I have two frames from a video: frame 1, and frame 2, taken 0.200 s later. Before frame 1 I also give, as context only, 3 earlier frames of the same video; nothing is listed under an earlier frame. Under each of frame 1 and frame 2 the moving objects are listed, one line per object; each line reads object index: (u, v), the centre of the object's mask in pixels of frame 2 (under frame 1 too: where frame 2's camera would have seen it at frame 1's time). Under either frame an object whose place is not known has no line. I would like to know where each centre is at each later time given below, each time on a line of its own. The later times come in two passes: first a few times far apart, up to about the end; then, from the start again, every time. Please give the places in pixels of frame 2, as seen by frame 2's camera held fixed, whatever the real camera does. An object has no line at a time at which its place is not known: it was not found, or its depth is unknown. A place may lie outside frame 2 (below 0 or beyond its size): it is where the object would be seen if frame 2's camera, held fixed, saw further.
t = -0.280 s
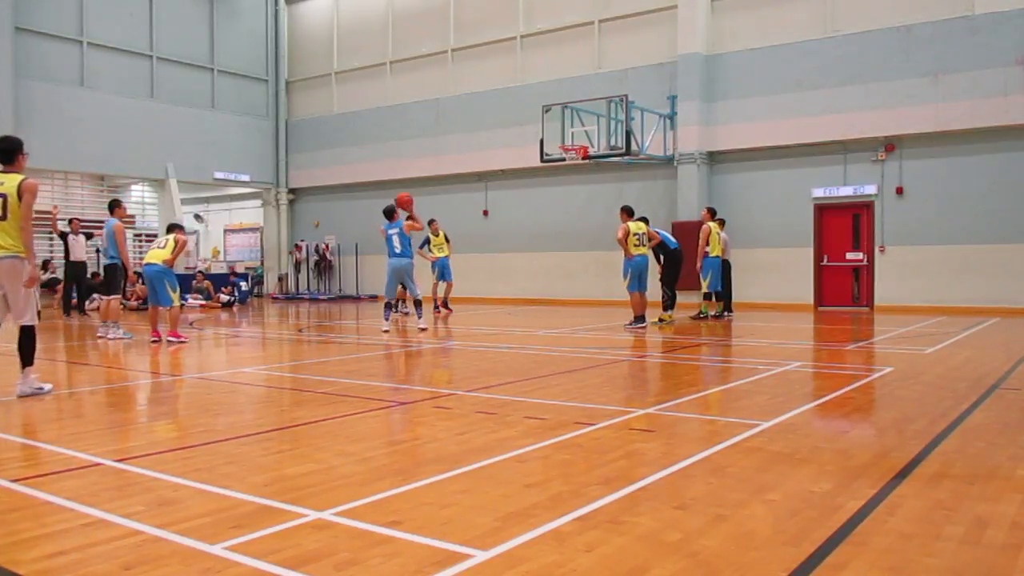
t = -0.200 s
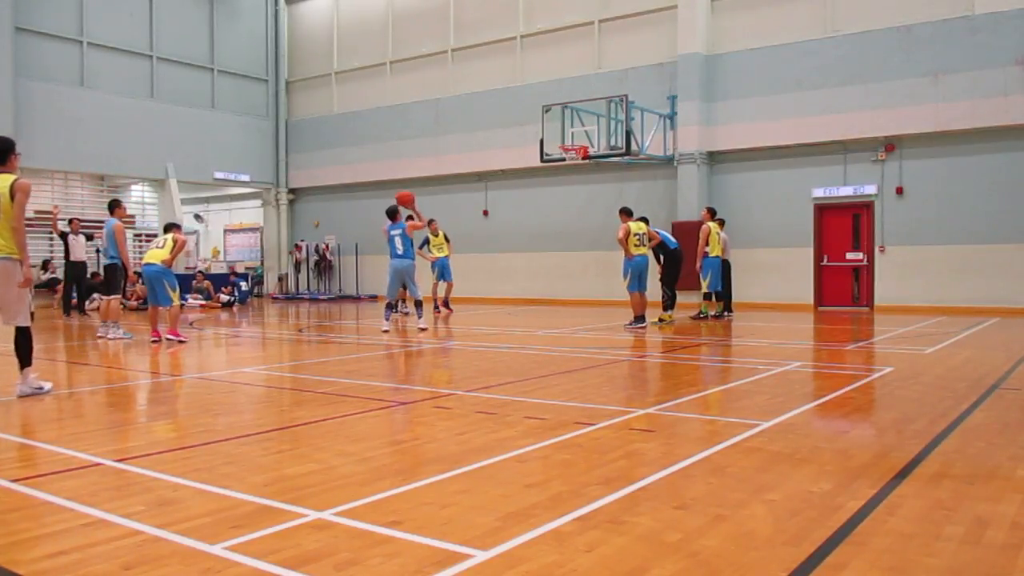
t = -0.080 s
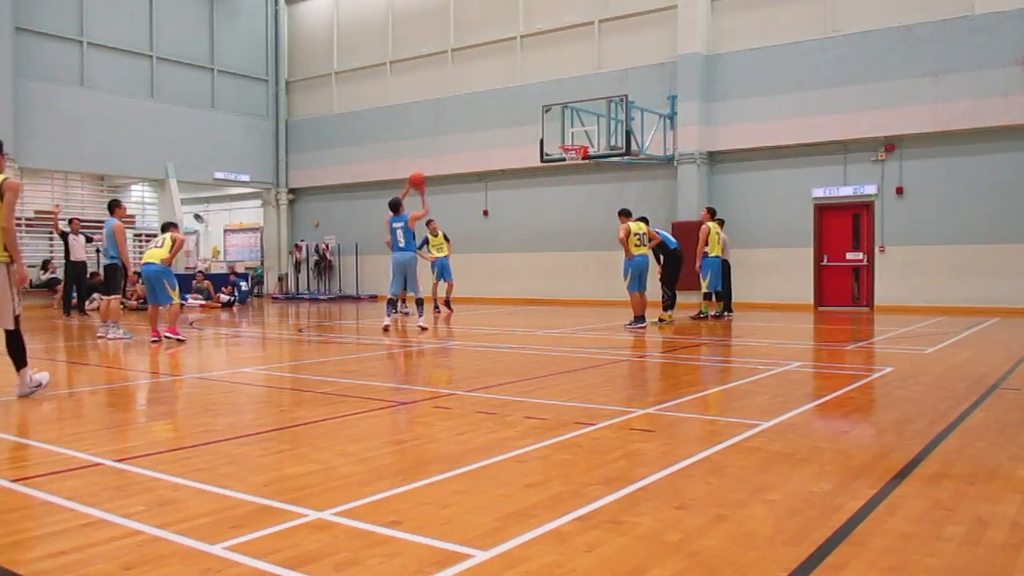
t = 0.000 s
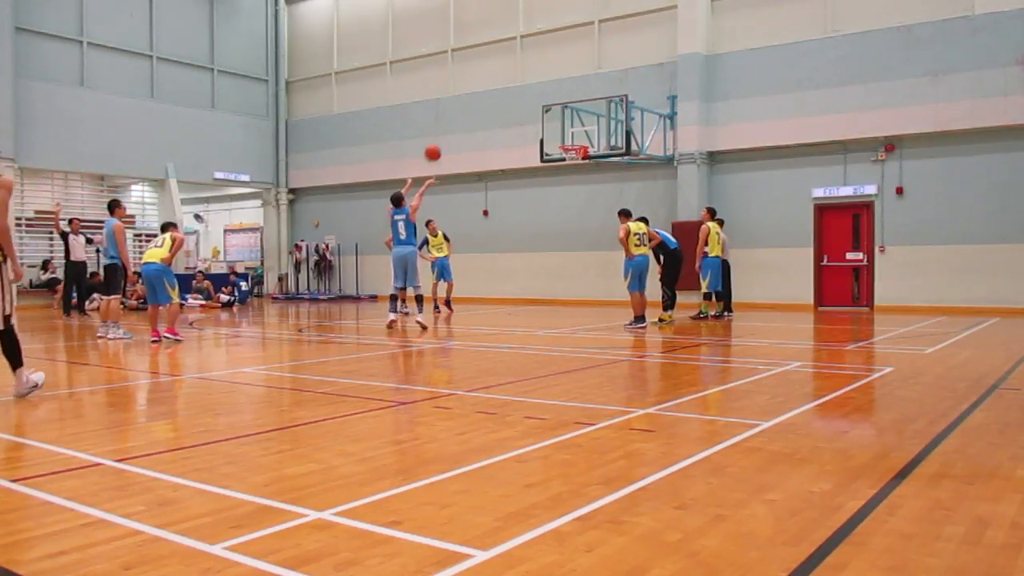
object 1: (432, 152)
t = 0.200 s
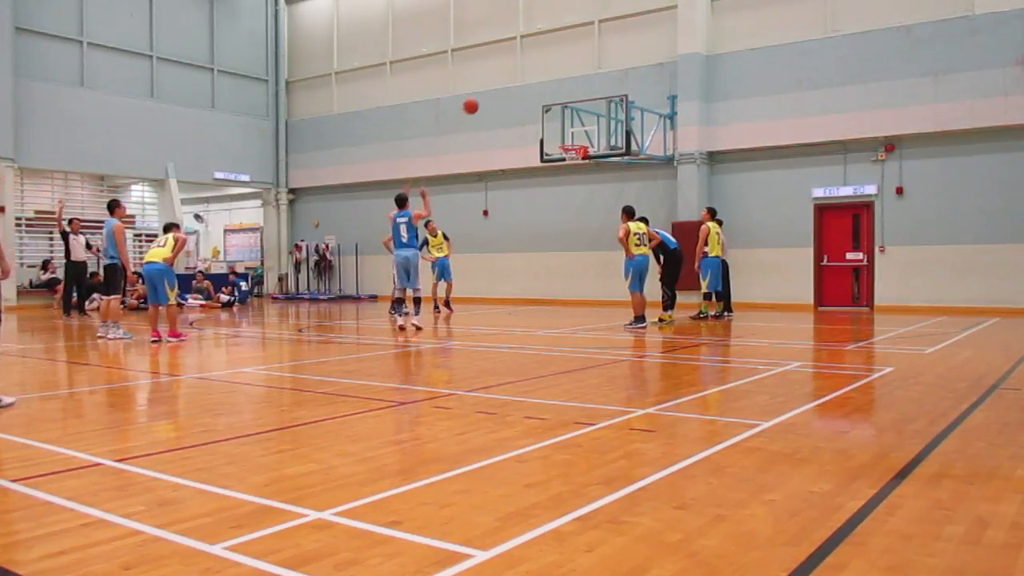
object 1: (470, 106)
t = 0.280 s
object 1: (484, 95)
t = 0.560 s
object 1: (529, 90)
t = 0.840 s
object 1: (567, 127)
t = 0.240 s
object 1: (478, 100)
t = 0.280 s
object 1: (484, 95)
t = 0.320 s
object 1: (491, 92)
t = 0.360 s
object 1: (498, 89)
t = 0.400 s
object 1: (504, 88)
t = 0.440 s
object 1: (511, 87)
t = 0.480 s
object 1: (517, 87)
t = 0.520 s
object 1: (523, 88)
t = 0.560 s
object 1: (529, 90)
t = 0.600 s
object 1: (535, 94)
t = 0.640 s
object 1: (540, 97)
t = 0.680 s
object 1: (546, 102)
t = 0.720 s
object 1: (551, 107)
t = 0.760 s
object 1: (556, 113)
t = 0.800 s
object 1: (562, 120)
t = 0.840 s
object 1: (567, 127)
